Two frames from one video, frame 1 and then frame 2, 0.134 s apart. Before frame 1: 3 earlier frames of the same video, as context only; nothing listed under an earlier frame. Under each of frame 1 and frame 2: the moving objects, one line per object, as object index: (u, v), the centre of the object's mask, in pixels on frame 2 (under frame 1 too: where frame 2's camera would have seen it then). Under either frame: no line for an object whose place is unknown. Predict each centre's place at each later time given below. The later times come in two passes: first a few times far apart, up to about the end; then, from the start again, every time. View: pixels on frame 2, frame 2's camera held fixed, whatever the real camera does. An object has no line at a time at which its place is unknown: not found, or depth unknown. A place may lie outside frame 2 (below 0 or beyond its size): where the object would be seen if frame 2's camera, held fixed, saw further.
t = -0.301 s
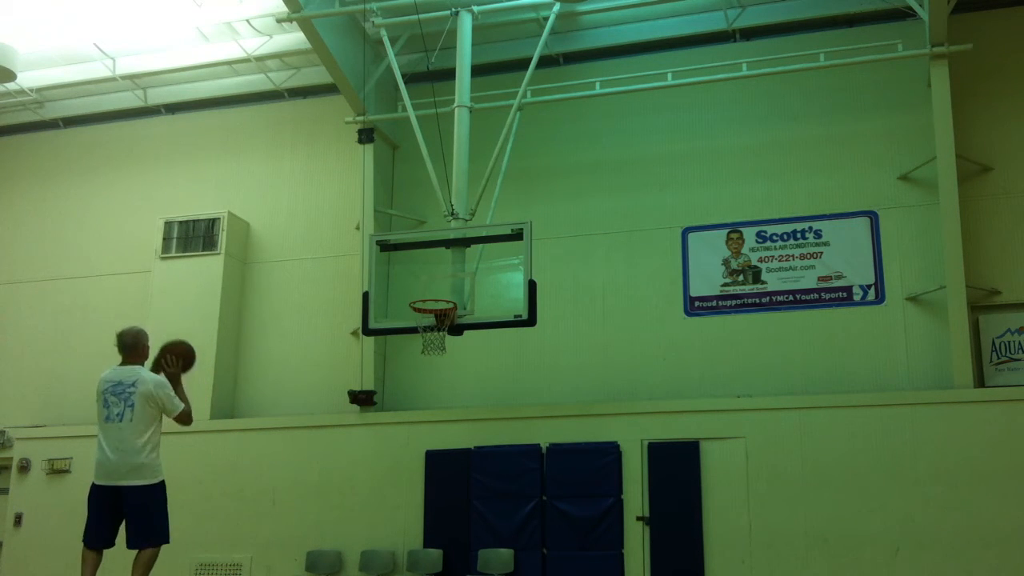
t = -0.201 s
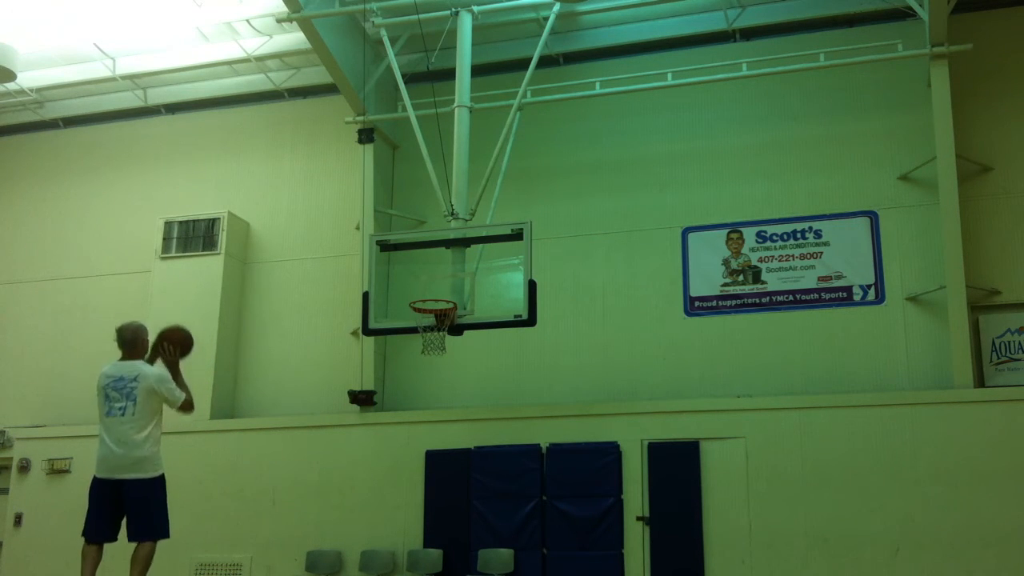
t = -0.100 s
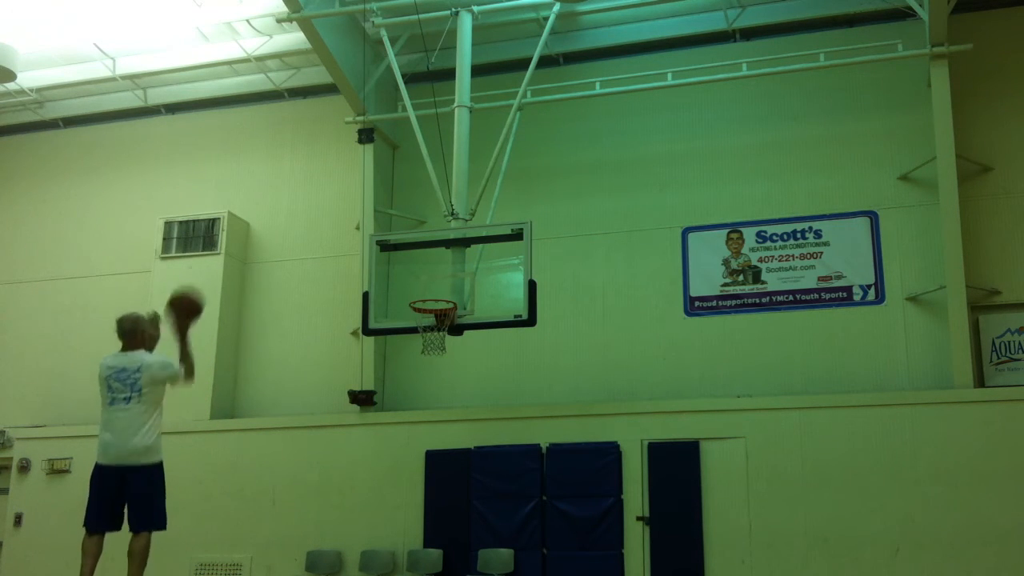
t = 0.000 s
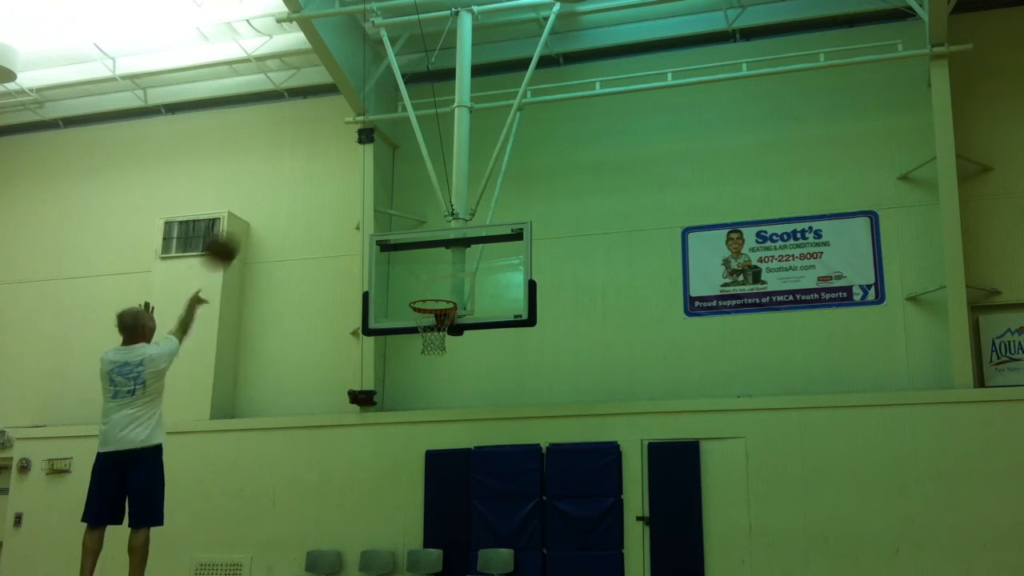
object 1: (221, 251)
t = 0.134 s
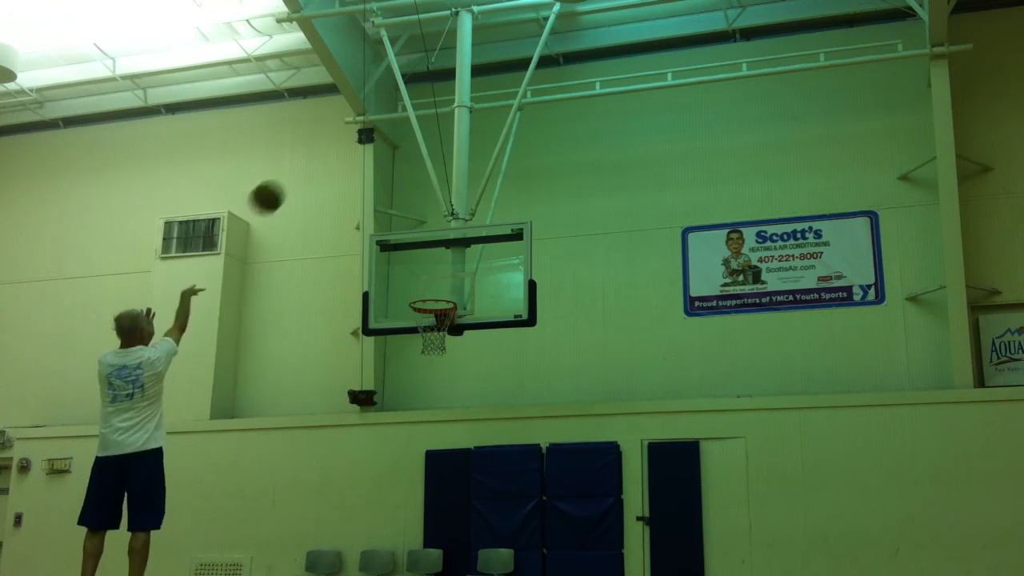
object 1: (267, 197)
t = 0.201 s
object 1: (288, 181)
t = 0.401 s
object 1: (341, 165)
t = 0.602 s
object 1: (384, 191)
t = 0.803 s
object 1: (421, 251)
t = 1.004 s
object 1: (445, 291)
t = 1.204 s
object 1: (444, 286)
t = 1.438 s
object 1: (429, 288)
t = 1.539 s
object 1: (428, 288)
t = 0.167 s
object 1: (278, 189)
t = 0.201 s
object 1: (288, 181)
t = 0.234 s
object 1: (297, 176)
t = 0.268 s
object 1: (307, 171)
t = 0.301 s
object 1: (315, 168)
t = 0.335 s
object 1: (324, 166)
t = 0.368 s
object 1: (332, 165)
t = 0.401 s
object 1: (341, 165)
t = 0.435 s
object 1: (348, 167)
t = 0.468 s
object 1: (356, 170)
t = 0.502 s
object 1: (363, 173)
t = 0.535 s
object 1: (370, 178)
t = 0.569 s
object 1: (377, 184)
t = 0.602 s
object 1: (384, 191)
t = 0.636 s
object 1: (391, 198)
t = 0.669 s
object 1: (397, 206)
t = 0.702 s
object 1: (403, 216)
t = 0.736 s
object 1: (409, 226)
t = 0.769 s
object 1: (415, 237)
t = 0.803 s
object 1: (421, 251)
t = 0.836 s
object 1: (427, 264)
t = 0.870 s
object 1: (432, 277)
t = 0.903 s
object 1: (437, 290)
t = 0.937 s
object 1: (440, 290)
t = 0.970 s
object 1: (442, 290)
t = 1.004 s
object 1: (445, 291)
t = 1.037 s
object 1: (447, 294)
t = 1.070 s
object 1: (449, 296)
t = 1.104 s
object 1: (451, 295)
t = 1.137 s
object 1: (449, 292)
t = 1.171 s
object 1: (447, 289)
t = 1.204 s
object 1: (444, 286)
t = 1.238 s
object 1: (441, 285)
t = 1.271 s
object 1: (438, 285)
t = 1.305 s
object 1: (436, 286)
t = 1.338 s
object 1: (433, 287)
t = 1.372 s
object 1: (430, 289)
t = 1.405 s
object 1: (429, 289)
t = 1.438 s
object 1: (429, 288)
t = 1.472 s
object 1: (429, 287)
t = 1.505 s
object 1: (428, 287)
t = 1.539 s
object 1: (428, 288)
